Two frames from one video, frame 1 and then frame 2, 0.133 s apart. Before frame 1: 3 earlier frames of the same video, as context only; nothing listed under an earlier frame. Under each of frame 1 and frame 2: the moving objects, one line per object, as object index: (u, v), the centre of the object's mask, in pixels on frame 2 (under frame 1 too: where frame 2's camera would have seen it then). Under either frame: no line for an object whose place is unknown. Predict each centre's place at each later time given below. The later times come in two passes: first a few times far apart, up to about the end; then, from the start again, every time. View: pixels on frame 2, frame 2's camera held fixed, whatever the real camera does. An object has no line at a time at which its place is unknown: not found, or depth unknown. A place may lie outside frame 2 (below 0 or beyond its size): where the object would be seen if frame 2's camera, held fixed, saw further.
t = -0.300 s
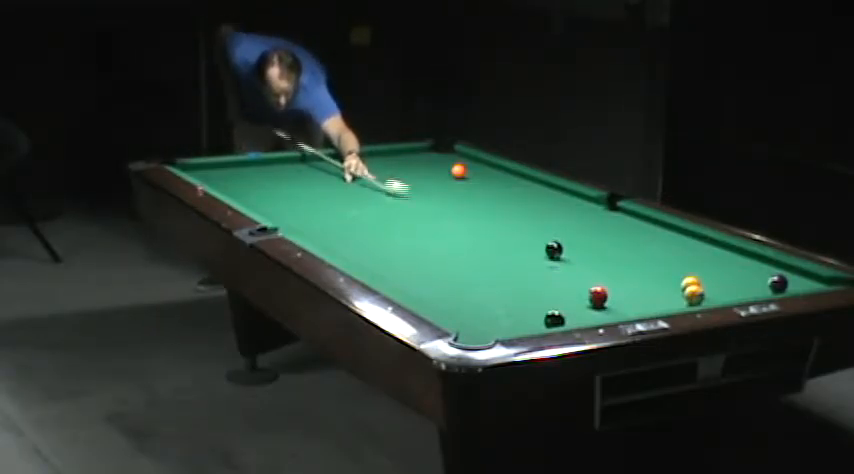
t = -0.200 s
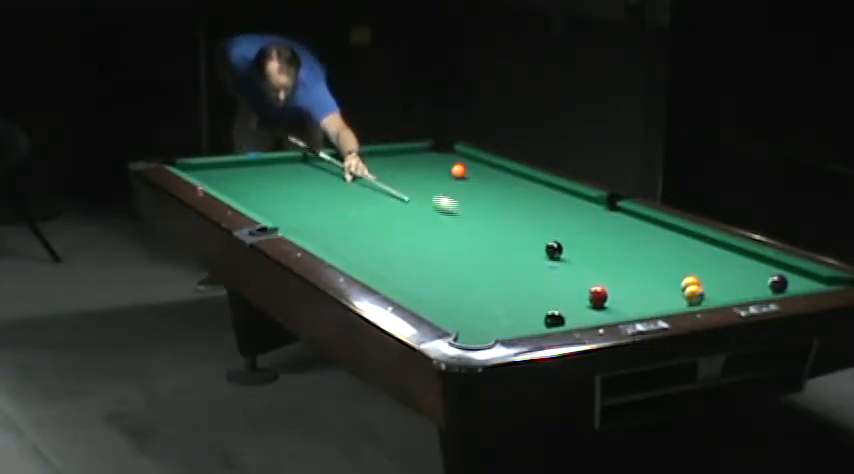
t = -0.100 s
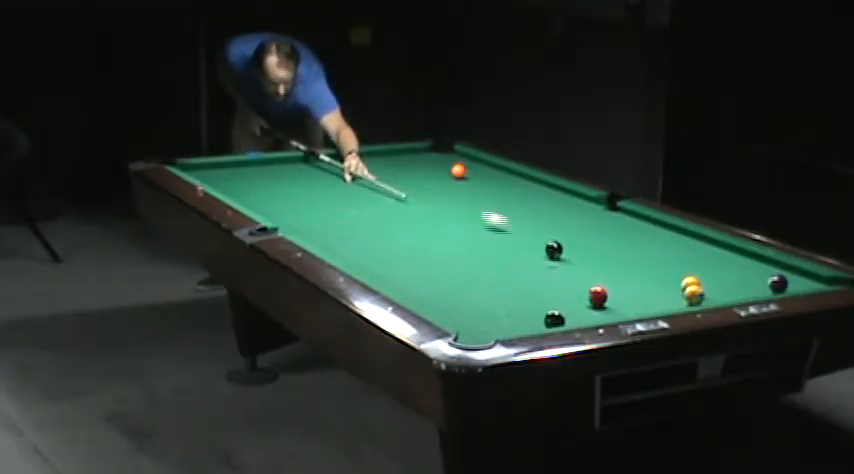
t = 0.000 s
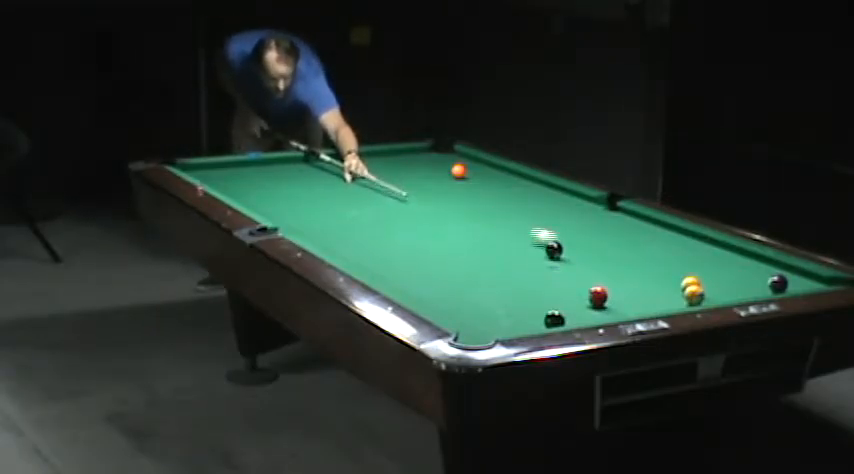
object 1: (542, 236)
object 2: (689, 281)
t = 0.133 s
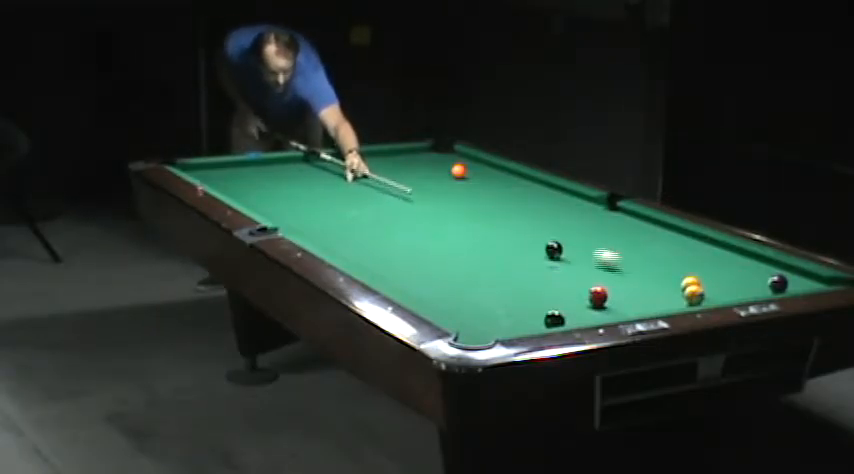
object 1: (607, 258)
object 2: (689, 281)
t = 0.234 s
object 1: (652, 273)
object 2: (688, 281)
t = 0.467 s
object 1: (670, 289)
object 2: (738, 291)
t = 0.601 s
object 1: (670, 295)
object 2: (726, 283)
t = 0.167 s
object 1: (622, 262)
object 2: (689, 281)
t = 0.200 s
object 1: (637, 267)
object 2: (689, 281)
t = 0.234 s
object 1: (652, 273)
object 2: (688, 281)
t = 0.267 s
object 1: (667, 279)
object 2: (689, 281)
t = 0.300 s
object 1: (674, 282)
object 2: (696, 282)
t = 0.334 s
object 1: (672, 283)
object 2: (713, 286)
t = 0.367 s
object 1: (671, 284)
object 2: (729, 292)
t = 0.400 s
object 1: (670, 286)
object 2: (742, 294)
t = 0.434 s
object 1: (670, 287)
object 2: (741, 292)
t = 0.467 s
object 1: (670, 289)
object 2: (738, 291)
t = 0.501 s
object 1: (670, 290)
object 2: (735, 290)
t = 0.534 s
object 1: (670, 291)
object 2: (732, 288)
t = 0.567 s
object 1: (670, 293)
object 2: (729, 285)
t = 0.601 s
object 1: (670, 295)
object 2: (726, 283)
